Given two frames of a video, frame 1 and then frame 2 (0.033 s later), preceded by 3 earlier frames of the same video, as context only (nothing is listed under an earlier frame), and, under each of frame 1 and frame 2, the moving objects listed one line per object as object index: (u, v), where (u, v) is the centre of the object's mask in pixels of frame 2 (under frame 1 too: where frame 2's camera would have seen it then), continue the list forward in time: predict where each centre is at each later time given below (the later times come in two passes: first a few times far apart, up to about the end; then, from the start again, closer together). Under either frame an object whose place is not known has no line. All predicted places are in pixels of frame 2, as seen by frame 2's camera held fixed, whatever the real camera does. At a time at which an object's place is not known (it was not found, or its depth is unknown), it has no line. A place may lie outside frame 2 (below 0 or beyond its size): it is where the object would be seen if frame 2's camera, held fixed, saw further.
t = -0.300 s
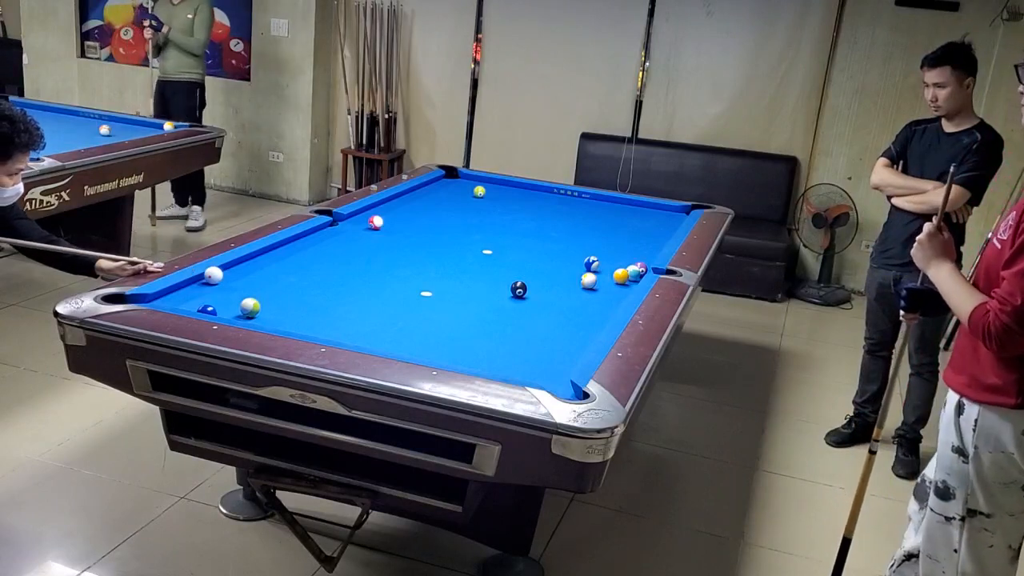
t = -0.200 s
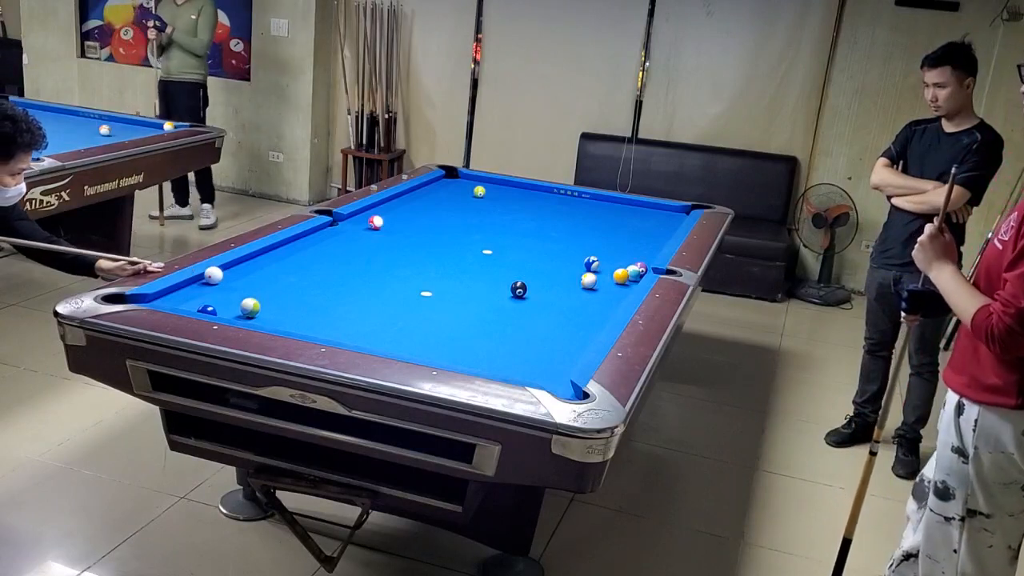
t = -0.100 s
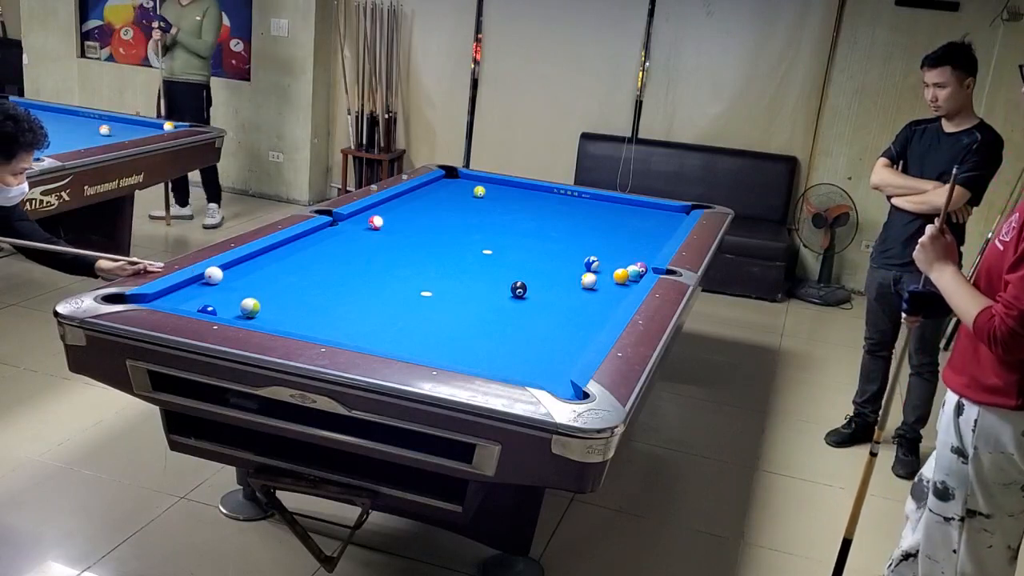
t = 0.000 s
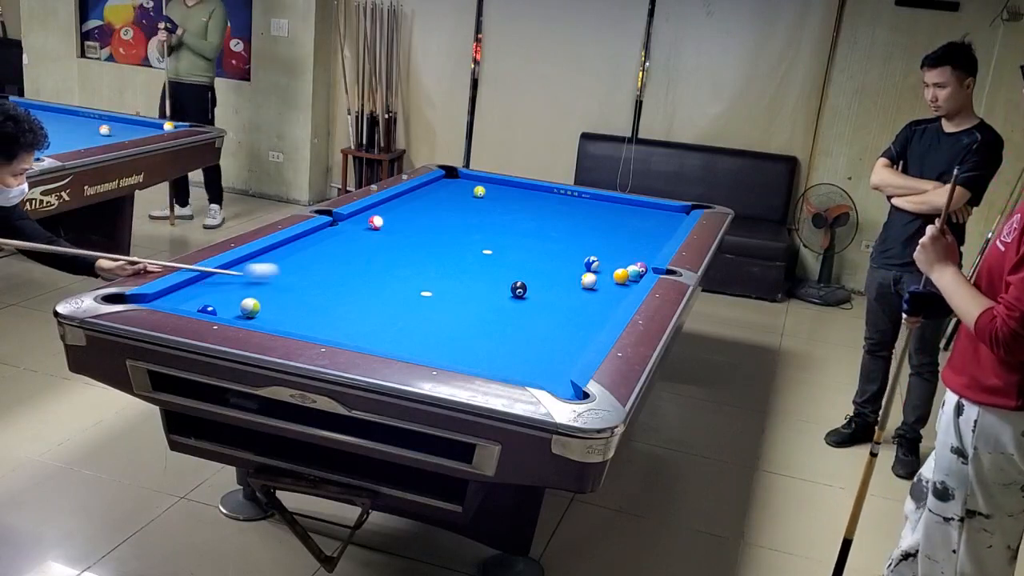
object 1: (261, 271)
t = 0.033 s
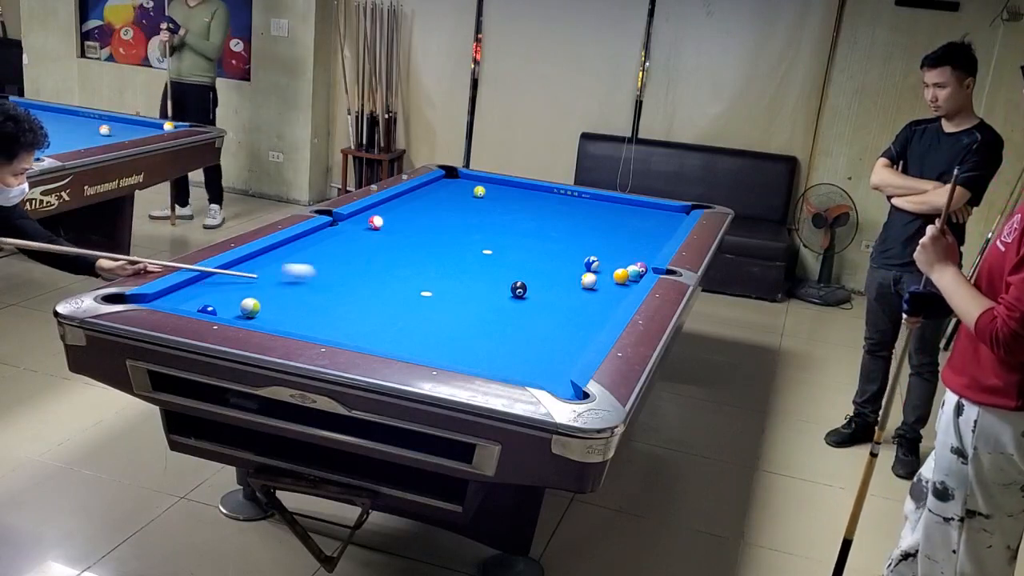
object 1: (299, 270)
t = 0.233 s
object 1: (497, 272)
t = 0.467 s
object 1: (617, 263)
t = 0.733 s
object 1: (647, 247)
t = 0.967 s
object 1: (661, 234)
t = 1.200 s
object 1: (659, 221)
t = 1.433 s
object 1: (657, 209)
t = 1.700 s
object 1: (645, 208)
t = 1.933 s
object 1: (632, 212)
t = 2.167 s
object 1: (618, 215)
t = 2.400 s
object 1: (604, 219)
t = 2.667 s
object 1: (588, 222)
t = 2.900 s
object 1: (575, 226)
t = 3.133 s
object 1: (561, 229)
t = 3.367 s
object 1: (547, 232)
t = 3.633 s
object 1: (532, 236)
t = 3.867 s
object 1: (518, 239)
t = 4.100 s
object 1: (505, 243)
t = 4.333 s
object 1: (492, 246)
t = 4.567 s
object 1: (480, 248)
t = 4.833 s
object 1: (466, 252)
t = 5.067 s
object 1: (454, 255)
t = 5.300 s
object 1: (443, 258)
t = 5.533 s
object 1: (432, 261)
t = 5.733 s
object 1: (423, 263)
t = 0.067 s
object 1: (334, 273)
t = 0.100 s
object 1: (368, 272)
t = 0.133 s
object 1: (402, 273)
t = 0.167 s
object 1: (434, 273)
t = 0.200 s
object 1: (466, 272)
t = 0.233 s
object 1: (497, 272)
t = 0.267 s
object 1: (528, 272)
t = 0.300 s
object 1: (557, 272)
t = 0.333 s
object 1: (585, 269)
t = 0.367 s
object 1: (611, 269)
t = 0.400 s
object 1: (615, 266)
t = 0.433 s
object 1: (616, 265)
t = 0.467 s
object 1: (617, 263)
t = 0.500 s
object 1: (619, 261)
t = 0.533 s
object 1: (622, 259)
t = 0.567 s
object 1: (624, 257)
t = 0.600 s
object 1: (628, 255)
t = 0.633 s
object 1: (632, 252)
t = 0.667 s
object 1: (636, 251)
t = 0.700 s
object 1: (641, 249)
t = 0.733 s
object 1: (647, 247)
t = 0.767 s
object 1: (652, 246)
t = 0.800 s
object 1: (658, 244)
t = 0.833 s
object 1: (662, 242)
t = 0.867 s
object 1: (662, 240)
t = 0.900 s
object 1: (661, 238)
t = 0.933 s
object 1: (661, 236)
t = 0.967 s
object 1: (661, 234)
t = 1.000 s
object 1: (661, 232)
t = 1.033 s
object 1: (660, 230)
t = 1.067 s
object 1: (660, 228)
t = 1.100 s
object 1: (660, 226)
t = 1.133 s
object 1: (659, 224)
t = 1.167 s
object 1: (659, 222)
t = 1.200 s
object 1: (659, 221)
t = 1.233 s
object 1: (659, 219)
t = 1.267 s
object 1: (659, 217)
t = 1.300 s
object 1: (658, 215)
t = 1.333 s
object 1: (658, 214)
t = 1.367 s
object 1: (658, 212)
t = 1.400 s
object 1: (658, 211)
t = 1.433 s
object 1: (657, 209)
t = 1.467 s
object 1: (657, 207)
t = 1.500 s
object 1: (657, 206)
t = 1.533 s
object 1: (655, 206)
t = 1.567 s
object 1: (653, 206)
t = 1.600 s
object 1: (651, 207)
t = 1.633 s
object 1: (649, 207)
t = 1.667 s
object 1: (647, 208)
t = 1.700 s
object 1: (645, 208)
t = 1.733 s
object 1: (644, 209)
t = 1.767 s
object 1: (642, 209)
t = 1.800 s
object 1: (640, 210)
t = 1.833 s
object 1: (637, 210)
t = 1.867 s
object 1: (635, 211)
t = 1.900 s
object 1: (634, 211)
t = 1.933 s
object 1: (632, 212)
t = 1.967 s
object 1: (630, 212)
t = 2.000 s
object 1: (628, 213)
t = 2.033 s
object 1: (626, 213)
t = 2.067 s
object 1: (624, 214)
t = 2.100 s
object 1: (622, 214)
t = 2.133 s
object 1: (620, 215)
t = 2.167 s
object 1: (618, 215)
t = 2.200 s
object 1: (616, 216)
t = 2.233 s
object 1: (614, 216)
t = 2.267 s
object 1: (612, 217)
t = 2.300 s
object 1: (610, 217)
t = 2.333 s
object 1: (608, 218)
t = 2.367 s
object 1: (606, 218)
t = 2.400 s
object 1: (604, 219)
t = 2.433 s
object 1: (602, 219)
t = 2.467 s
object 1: (600, 220)
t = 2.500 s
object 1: (598, 220)
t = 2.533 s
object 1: (596, 220)
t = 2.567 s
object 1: (594, 221)
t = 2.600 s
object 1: (592, 221)
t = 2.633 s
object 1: (590, 222)
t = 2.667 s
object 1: (588, 222)
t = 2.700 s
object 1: (587, 223)
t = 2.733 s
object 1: (585, 223)
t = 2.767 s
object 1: (583, 224)
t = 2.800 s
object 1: (581, 224)
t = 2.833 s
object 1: (578, 225)
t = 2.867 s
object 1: (577, 225)
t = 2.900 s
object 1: (575, 226)
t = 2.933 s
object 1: (573, 226)
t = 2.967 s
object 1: (571, 227)
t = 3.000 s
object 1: (569, 227)
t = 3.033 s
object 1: (567, 228)
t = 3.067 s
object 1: (565, 228)
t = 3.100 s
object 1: (563, 229)
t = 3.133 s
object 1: (561, 229)
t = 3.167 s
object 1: (559, 230)
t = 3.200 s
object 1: (557, 230)
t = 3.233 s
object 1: (555, 230)
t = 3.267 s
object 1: (553, 231)
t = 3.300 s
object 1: (551, 231)
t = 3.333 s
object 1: (549, 232)
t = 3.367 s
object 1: (547, 232)
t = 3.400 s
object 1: (545, 233)
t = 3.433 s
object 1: (543, 233)
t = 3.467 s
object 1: (541, 234)
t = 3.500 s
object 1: (539, 234)
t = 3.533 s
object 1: (538, 235)
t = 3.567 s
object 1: (535, 235)
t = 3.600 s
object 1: (534, 236)
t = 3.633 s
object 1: (532, 236)
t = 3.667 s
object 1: (530, 237)
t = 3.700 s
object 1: (528, 237)
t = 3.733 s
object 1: (526, 238)
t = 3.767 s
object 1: (524, 238)
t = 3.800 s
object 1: (522, 238)
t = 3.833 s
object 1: (520, 239)
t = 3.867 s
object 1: (518, 239)
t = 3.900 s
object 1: (516, 240)
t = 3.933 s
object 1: (514, 240)
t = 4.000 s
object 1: (511, 241)
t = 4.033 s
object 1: (509, 242)
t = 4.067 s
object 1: (507, 242)
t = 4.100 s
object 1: (505, 243)
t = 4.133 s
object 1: (503, 243)
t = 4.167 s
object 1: (501, 243)
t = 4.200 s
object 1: (499, 244)
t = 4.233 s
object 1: (497, 244)
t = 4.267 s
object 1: (496, 245)
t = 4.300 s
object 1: (494, 245)
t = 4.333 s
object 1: (492, 246)
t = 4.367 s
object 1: (490, 246)
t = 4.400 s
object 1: (488, 247)
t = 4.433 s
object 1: (486, 247)
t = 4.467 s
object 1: (485, 247)
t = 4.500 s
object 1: (483, 248)
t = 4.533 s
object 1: (482, 248)
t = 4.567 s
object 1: (480, 248)
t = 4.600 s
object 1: (478, 249)
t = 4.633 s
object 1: (476, 250)
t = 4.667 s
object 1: (474, 250)
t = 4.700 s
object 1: (472, 250)
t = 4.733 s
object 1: (471, 251)
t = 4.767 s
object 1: (469, 251)
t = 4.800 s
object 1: (467, 252)
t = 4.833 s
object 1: (466, 252)
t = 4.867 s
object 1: (464, 252)
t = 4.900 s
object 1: (462, 253)
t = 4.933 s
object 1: (461, 253)
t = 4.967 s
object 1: (459, 254)
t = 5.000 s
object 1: (457, 254)
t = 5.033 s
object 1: (456, 254)
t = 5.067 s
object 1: (454, 255)
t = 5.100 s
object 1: (453, 255)
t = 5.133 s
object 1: (451, 256)
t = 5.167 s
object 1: (449, 256)
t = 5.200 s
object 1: (448, 257)
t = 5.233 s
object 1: (446, 257)
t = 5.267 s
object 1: (444, 258)
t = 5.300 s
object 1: (443, 258)
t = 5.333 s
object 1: (441, 258)
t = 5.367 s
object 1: (440, 259)
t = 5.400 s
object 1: (438, 259)
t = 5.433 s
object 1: (437, 260)
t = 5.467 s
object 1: (435, 260)
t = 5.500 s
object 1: (434, 260)
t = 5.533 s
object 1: (432, 261)
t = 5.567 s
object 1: (431, 261)
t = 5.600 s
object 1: (429, 261)
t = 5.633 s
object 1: (428, 262)
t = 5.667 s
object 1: (426, 262)
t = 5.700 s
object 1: (425, 262)
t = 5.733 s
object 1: (423, 263)
